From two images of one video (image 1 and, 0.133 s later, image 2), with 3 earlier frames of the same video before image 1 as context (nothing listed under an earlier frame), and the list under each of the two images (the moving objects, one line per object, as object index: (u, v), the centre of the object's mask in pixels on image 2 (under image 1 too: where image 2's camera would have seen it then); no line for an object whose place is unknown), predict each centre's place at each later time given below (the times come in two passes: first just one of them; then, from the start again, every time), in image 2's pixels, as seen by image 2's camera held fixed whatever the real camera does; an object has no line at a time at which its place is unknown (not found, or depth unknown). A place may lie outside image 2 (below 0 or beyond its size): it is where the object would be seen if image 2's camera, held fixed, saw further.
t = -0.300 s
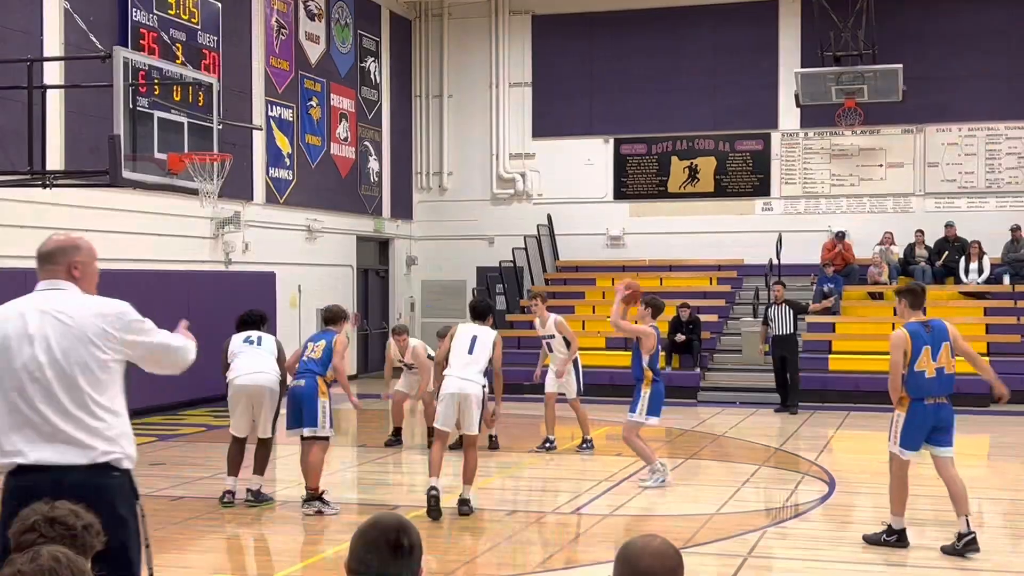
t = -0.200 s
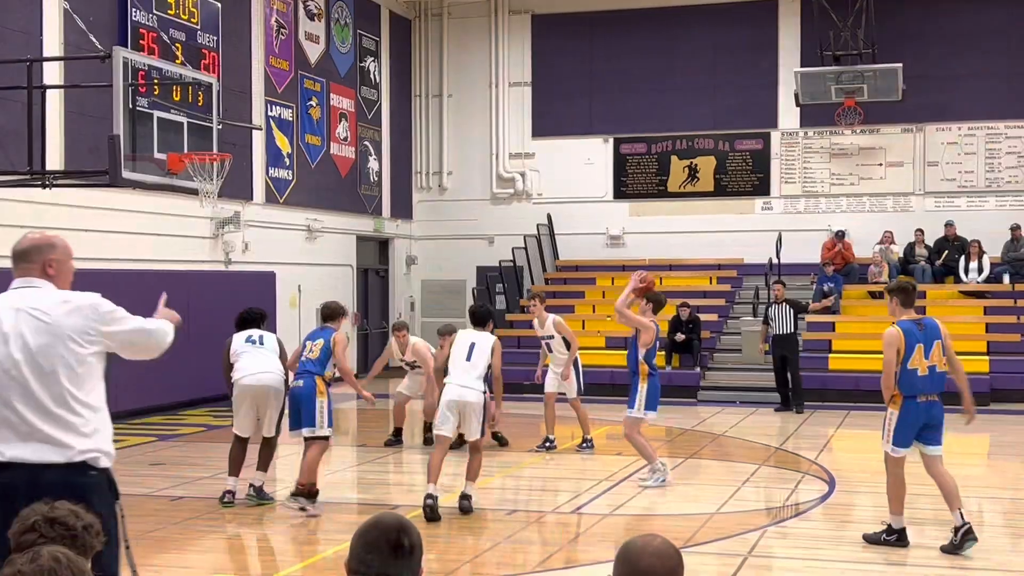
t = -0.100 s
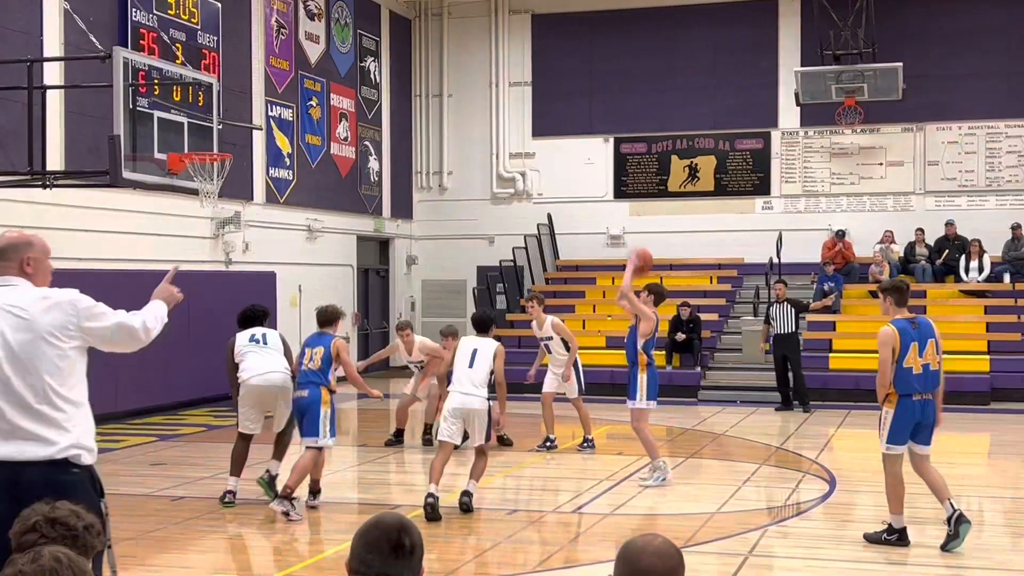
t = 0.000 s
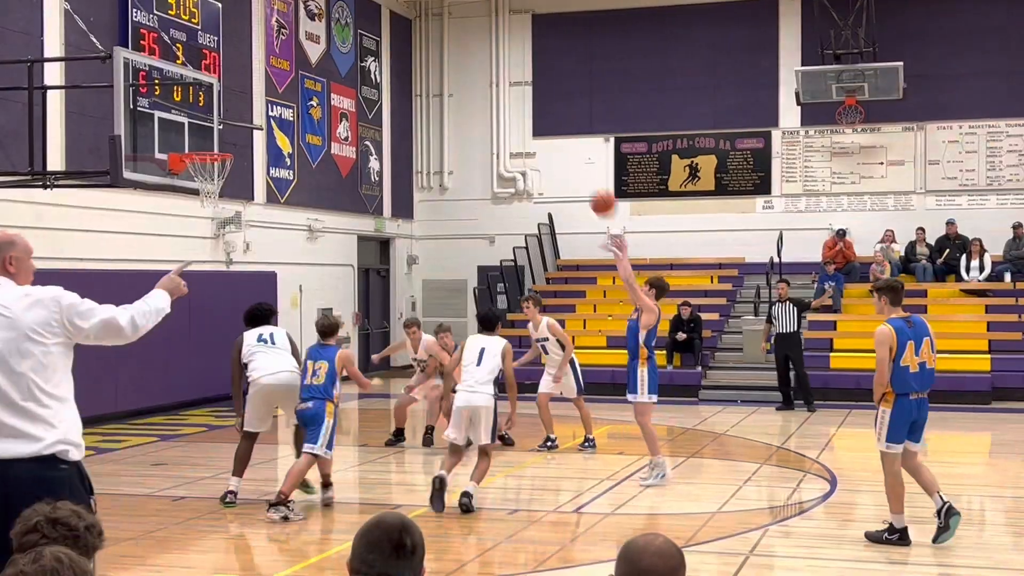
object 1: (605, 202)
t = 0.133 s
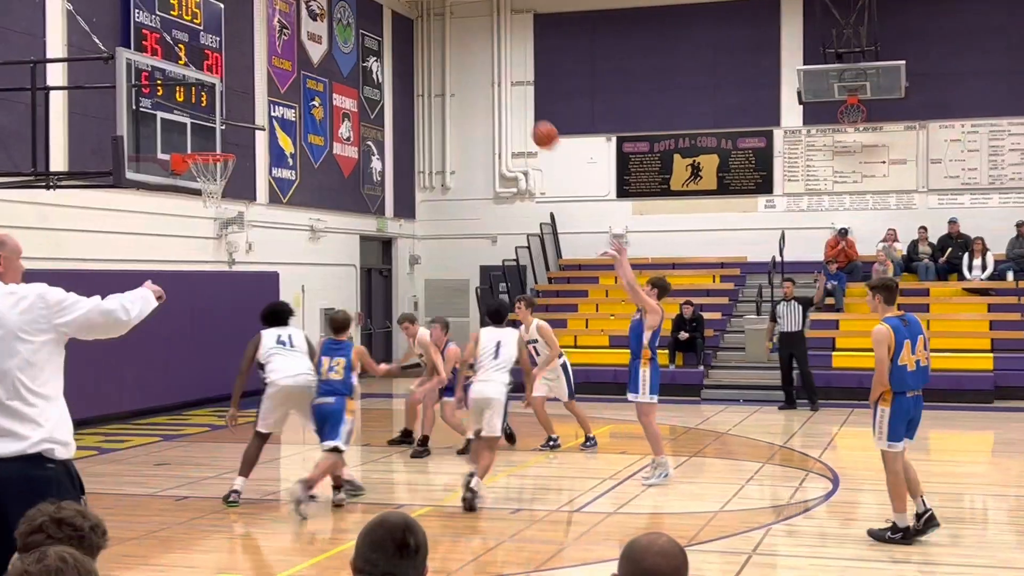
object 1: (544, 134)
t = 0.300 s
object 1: (473, 80)
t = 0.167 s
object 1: (531, 123)
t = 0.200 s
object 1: (516, 110)
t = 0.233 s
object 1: (502, 99)
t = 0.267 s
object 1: (487, 89)
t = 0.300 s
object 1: (473, 80)
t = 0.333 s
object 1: (459, 73)
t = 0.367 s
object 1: (445, 66)
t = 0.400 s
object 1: (432, 62)
